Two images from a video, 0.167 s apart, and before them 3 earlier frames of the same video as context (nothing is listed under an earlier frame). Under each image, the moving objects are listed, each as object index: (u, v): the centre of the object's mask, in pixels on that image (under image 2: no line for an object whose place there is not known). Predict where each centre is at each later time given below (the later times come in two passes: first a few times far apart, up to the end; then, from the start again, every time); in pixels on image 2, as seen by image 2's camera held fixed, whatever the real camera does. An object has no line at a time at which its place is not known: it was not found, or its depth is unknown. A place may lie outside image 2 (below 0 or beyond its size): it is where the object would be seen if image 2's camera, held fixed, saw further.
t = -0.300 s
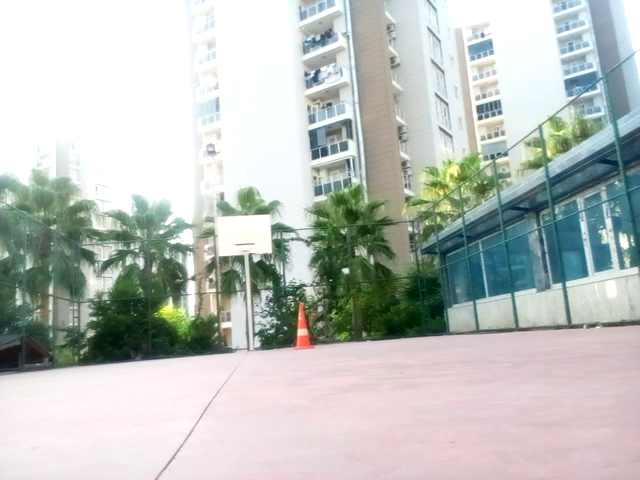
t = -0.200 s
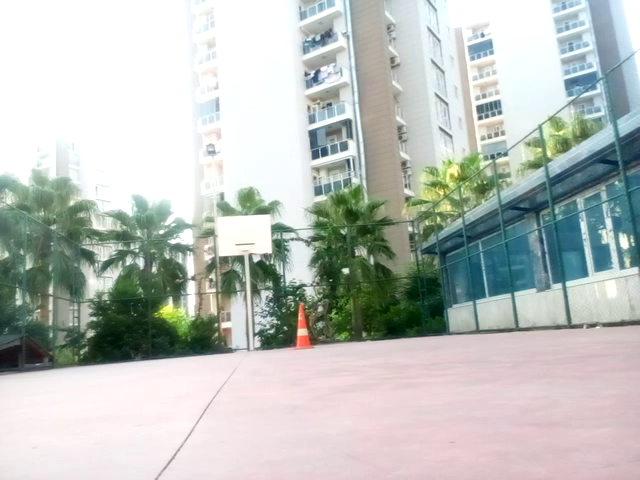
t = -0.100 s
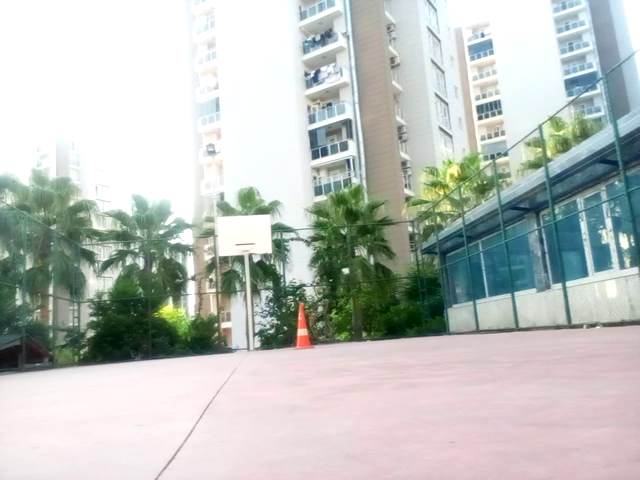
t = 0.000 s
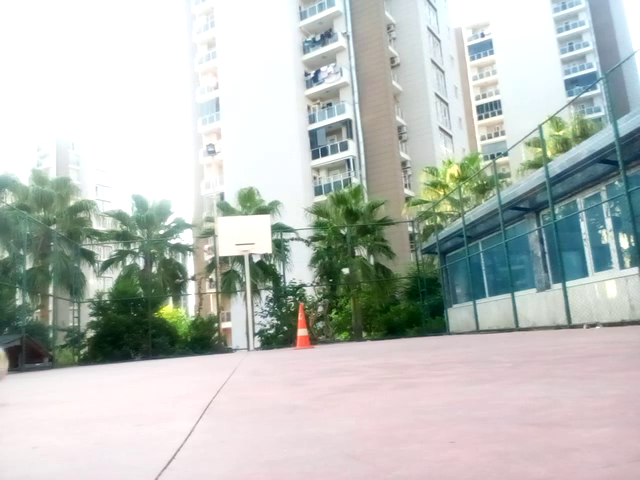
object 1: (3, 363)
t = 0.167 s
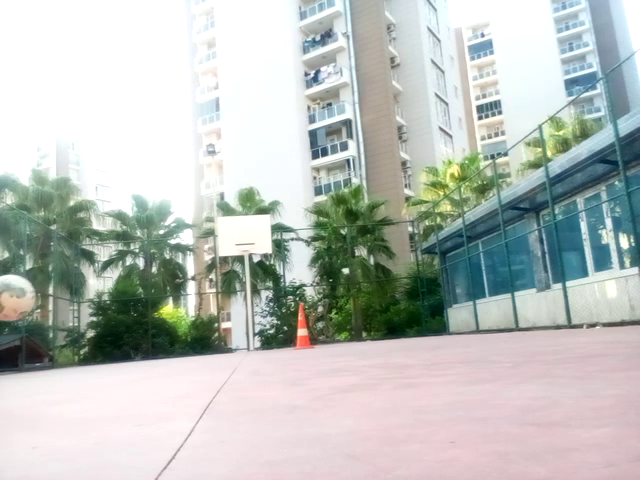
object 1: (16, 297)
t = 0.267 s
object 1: (24, 283)
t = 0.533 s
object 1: (65, 339)
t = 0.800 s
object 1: (111, 322)
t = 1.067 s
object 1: (156, 366)
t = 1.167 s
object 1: (174, 339)
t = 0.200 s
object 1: (18, 290)
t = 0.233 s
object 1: (21, 286)
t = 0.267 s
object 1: (24, 283)
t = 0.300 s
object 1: (29, 282)
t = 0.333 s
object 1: (34, 284)
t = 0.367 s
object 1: (39, 287)
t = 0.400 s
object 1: (44, 293)
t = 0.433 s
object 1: (50, 301)
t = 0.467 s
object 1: (55, 311)
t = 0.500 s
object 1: (59, 324)
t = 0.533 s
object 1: (65, 339)
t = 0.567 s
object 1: (70, 356)
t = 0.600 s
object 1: (76, 374)
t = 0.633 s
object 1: (82, 361)
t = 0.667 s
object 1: (88, 349)
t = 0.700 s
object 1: (93, 339)
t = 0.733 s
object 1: (99, 331)
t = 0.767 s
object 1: (105, 326)
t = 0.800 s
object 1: (111, 322)
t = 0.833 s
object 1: (116, 321)
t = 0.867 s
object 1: (122, 321)
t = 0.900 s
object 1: (128, 324)
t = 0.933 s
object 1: (133, 329)
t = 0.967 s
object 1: (139, 336)
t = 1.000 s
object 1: (145, 345)
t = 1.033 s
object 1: (150, 357)
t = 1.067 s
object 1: (156, 366)
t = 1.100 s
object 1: (165, 348)
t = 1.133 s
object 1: (170, 342)
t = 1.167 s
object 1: (174, 339)
